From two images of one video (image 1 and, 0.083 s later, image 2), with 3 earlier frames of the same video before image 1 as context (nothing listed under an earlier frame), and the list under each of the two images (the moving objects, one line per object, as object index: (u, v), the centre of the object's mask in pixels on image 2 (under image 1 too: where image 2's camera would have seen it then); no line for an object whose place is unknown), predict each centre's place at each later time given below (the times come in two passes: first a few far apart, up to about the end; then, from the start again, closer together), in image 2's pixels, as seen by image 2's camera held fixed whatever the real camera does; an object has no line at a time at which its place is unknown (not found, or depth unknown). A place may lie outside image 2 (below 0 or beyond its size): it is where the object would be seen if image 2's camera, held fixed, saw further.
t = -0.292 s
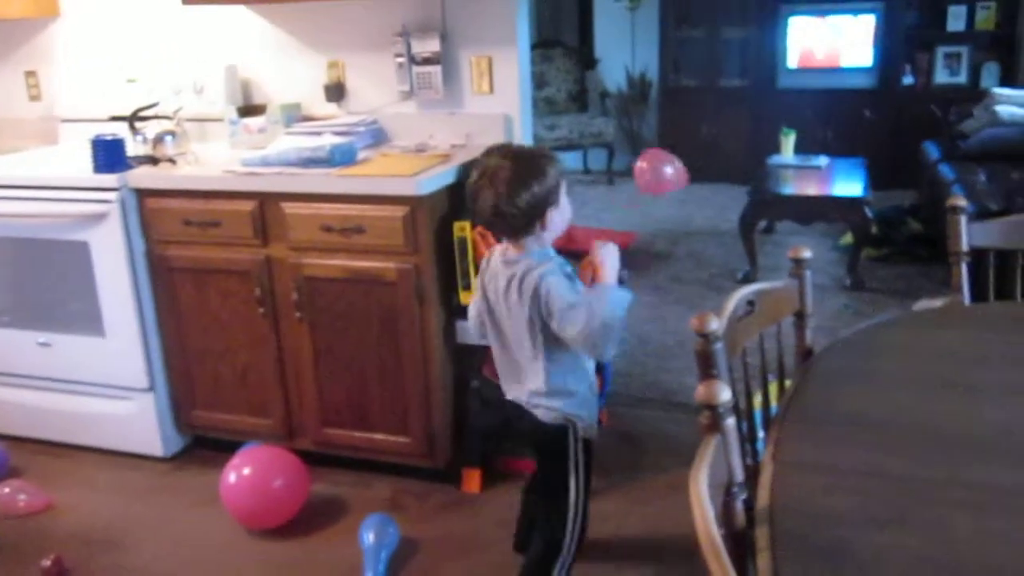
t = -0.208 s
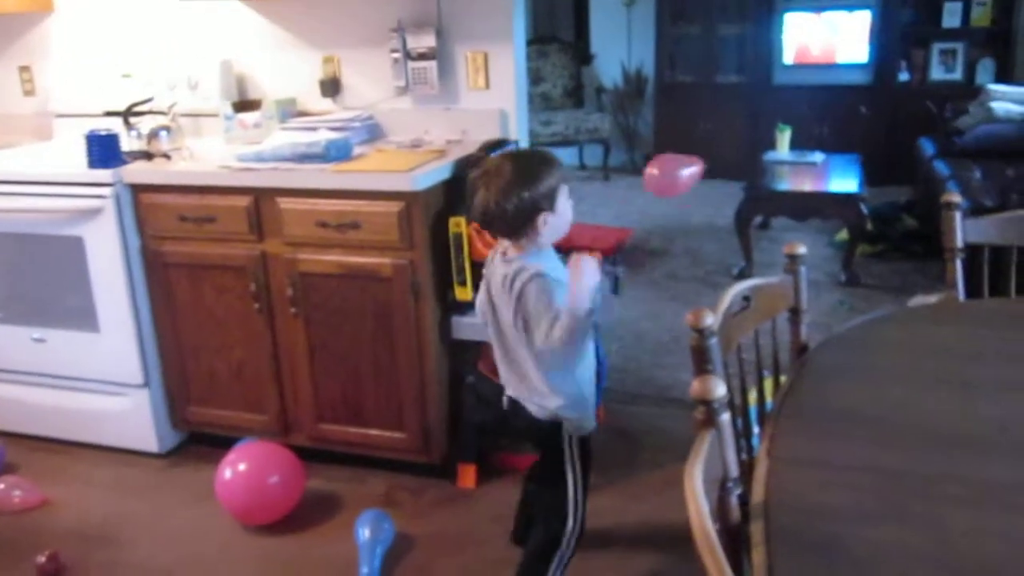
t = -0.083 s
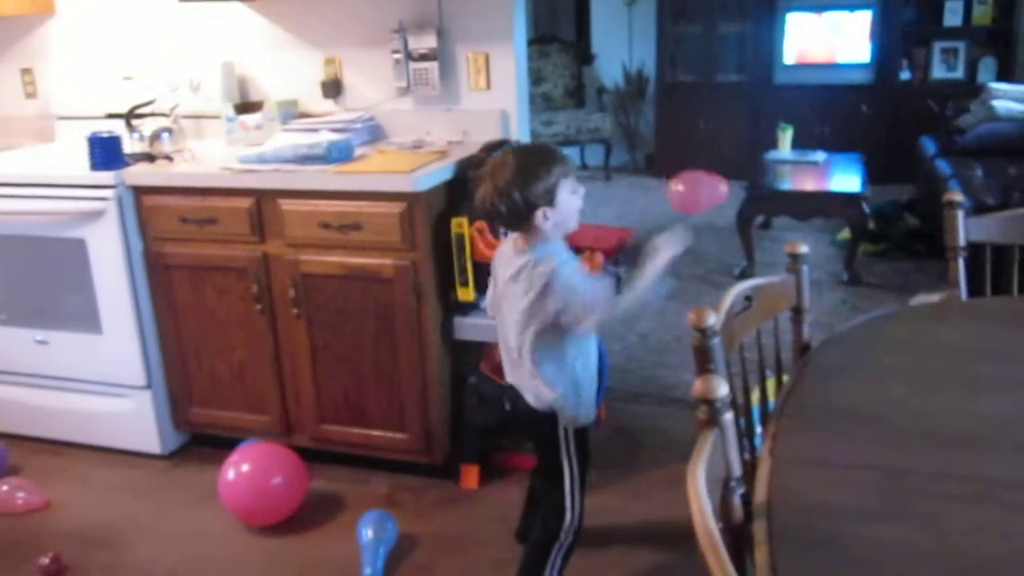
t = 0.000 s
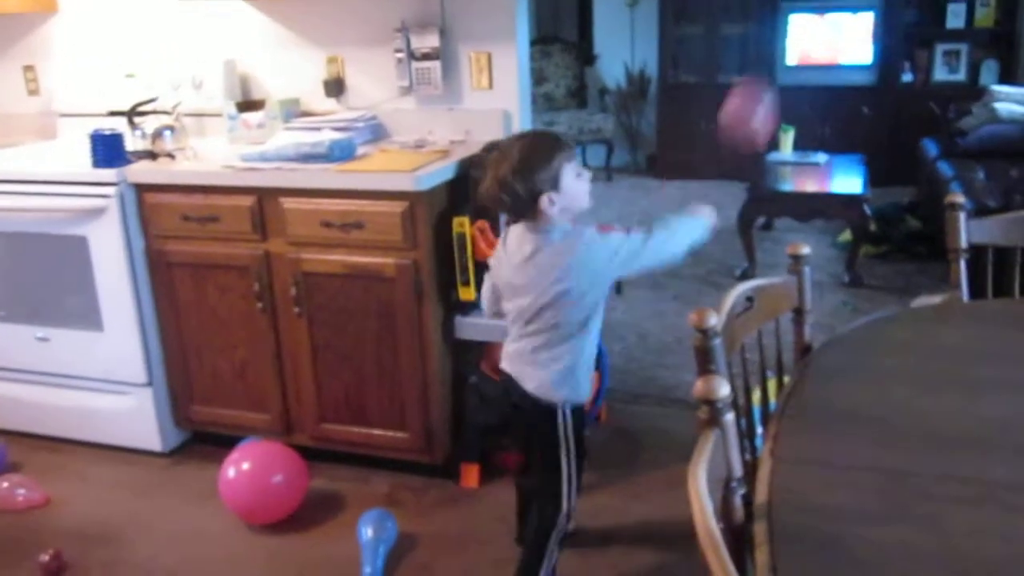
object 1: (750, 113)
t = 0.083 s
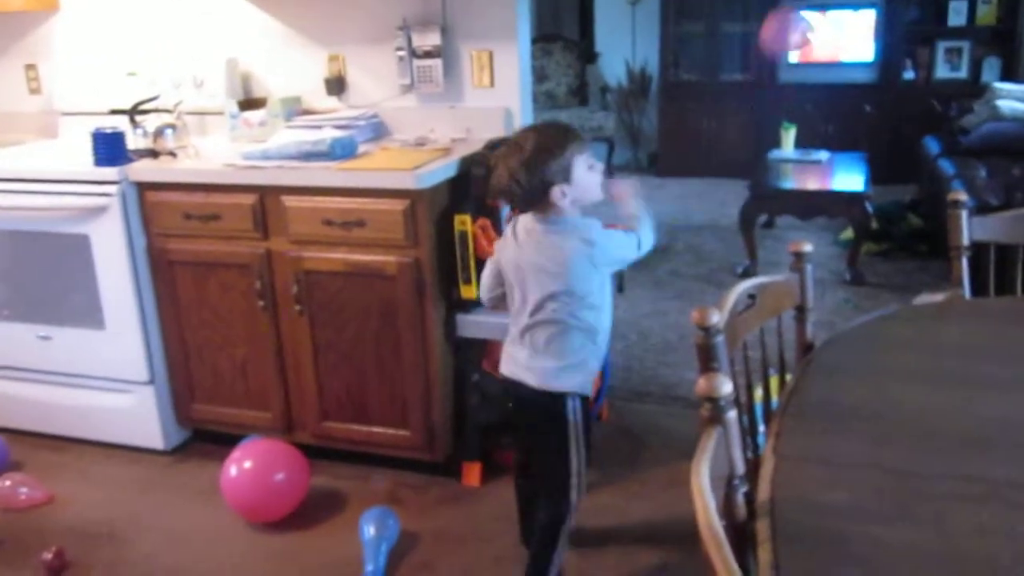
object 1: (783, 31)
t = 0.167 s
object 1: (806, 6)
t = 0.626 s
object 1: (865, 10)
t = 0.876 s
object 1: (860, 111)
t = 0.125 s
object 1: (796, 15)
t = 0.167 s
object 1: (806, 6)
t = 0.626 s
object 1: (865, 10)
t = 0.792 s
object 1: (861, 70)
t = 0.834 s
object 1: (860, 91)
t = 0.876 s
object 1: (860, 111)
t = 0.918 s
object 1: (858, 131)
